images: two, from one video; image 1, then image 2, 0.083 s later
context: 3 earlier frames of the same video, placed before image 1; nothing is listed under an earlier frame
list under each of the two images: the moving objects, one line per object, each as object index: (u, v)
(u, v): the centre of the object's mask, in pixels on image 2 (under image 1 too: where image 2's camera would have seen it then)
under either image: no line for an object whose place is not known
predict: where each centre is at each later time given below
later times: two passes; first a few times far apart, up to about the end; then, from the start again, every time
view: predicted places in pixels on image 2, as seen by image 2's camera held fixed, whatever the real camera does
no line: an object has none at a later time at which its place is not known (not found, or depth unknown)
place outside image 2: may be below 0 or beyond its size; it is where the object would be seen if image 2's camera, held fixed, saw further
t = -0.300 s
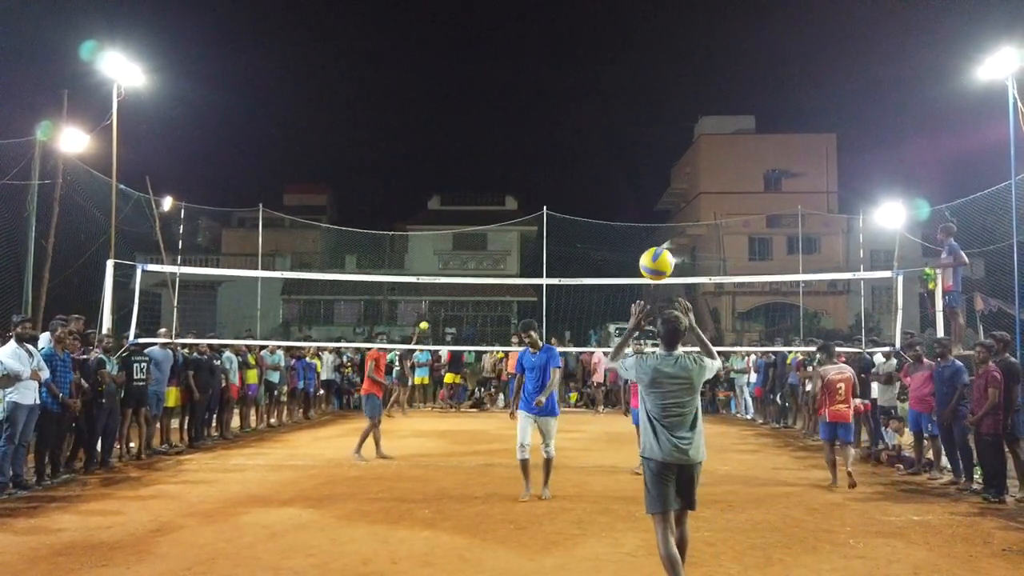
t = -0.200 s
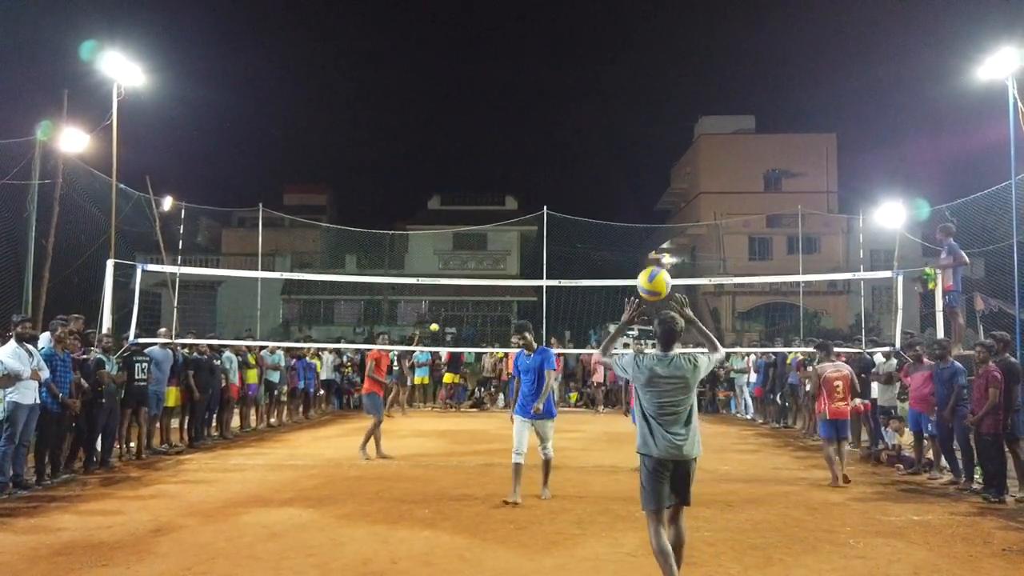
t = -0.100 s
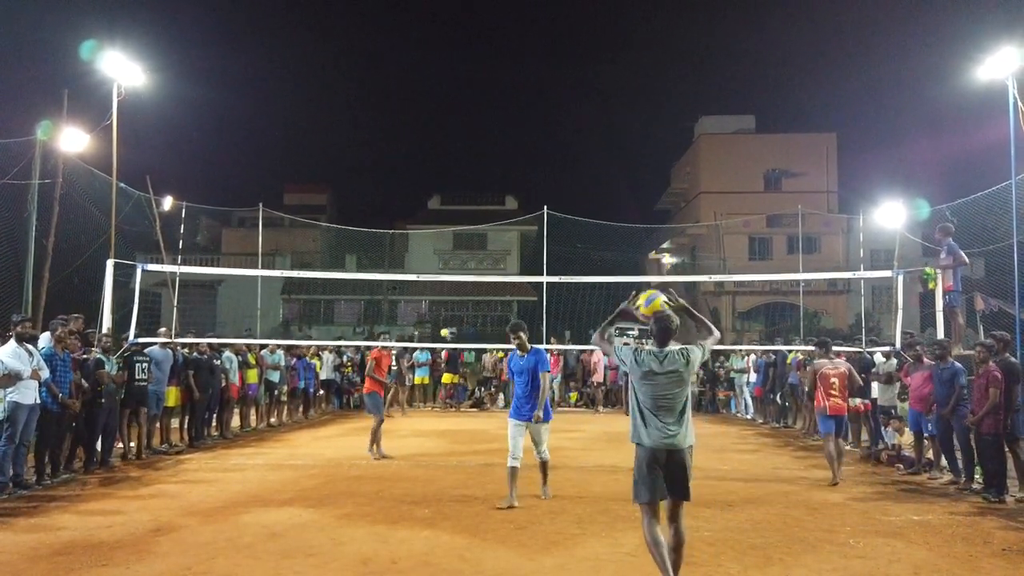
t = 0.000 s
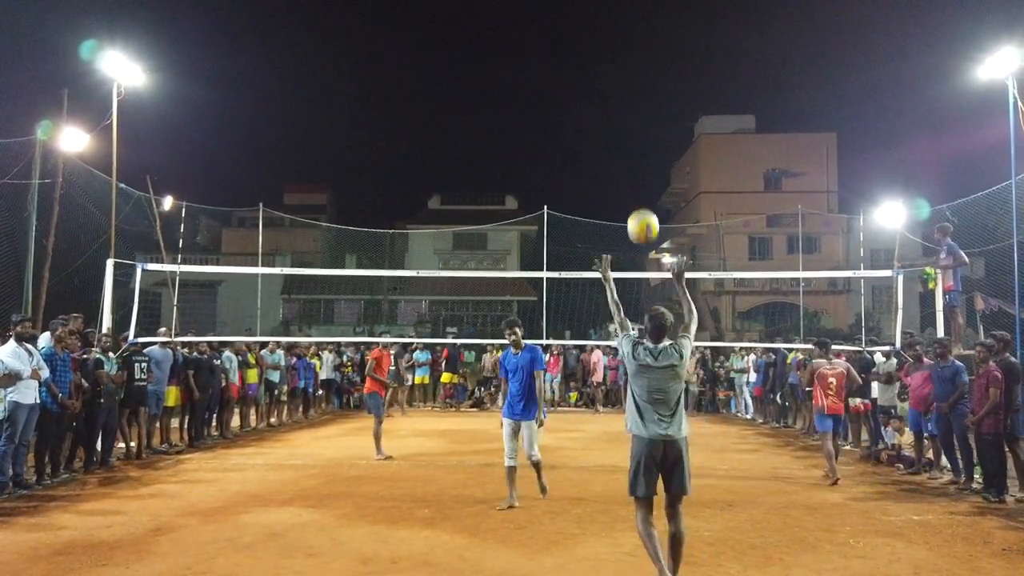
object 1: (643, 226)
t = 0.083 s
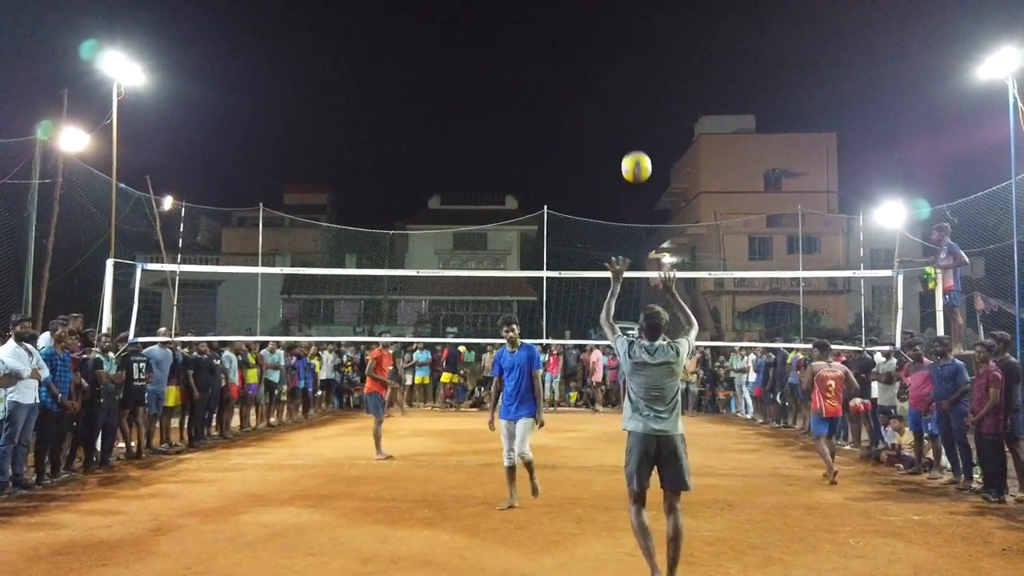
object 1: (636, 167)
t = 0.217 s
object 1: (627, 103)
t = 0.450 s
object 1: (615, 59)
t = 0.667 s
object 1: (607, 74)
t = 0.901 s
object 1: (601, 132)
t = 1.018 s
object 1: (599, 173)
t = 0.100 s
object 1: (635, 157)
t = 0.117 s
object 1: (634, 148)
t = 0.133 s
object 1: (632, 139)
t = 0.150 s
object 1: (631, 130)
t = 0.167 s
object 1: (630, 123)
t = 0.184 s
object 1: (629, 115)
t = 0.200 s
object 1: (628, 109)
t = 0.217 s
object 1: (627, 103)
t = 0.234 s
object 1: (626, 97)
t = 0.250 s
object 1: (625, 91)
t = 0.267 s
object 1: (624, 87)
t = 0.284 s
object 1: (623, 82)
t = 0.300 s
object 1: (622, 78)
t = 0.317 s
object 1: (621, 75)
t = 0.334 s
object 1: (620, 71)
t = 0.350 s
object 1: (620, 69)
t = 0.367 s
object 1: (619, 66)
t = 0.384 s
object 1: (618, 64)
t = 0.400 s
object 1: (617, 62)
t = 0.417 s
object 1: (617, 61)
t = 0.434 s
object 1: (616, 60)
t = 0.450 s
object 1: (615, 59)
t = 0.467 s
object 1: (615, 59)
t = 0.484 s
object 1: (614, 58)
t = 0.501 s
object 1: (613, 58)
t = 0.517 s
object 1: (613, 59)
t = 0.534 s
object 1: (612, 60)
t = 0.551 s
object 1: (611, 60)
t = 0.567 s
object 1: (611, 62)
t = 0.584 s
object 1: (610, 63)
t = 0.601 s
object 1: (610, 65)
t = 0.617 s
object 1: (609, 67)
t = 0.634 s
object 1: (609, 69)
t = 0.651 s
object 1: (608, 71)
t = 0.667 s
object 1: (607, 74)
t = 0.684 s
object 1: (607, 77)
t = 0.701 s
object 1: (606, 80)
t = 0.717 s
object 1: (606, 83)
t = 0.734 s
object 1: (605, 86)
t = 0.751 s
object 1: (605, 90)
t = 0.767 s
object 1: (604, 94)
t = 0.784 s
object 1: (604, 98)
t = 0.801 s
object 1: (603, 102)
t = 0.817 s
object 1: (603, 107)
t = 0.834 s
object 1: (603, 111)
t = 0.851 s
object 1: (602, 116)
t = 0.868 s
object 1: (602, 121)
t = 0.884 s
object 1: (601, 126)
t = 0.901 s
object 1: (601, 132)
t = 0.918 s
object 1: (601, 137)
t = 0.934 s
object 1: (600, 142)
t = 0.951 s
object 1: (600, 148)
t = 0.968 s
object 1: (600, 154)
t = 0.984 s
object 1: (599, 160)
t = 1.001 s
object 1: (599, 166)
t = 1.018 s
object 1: (599, 173)
